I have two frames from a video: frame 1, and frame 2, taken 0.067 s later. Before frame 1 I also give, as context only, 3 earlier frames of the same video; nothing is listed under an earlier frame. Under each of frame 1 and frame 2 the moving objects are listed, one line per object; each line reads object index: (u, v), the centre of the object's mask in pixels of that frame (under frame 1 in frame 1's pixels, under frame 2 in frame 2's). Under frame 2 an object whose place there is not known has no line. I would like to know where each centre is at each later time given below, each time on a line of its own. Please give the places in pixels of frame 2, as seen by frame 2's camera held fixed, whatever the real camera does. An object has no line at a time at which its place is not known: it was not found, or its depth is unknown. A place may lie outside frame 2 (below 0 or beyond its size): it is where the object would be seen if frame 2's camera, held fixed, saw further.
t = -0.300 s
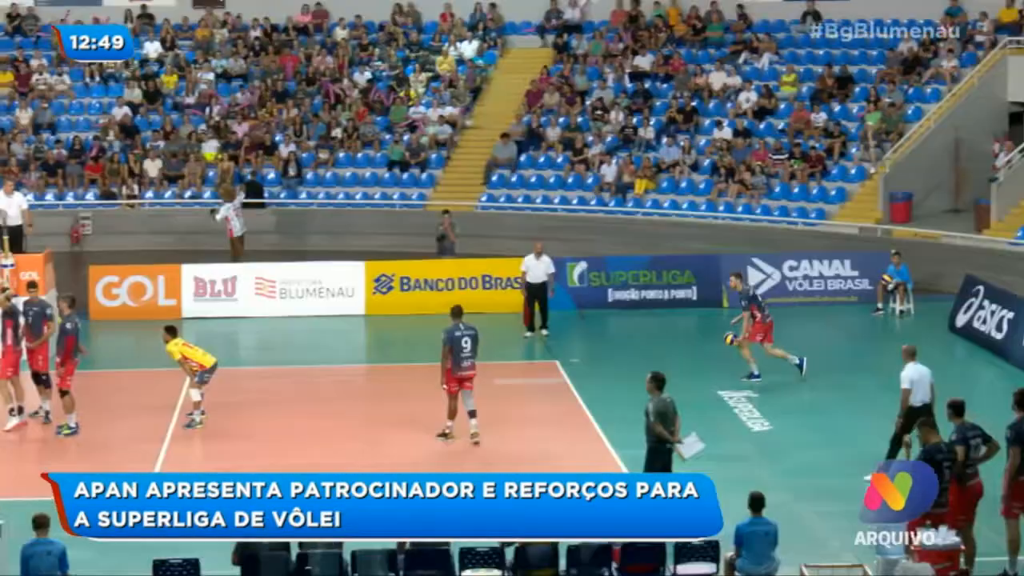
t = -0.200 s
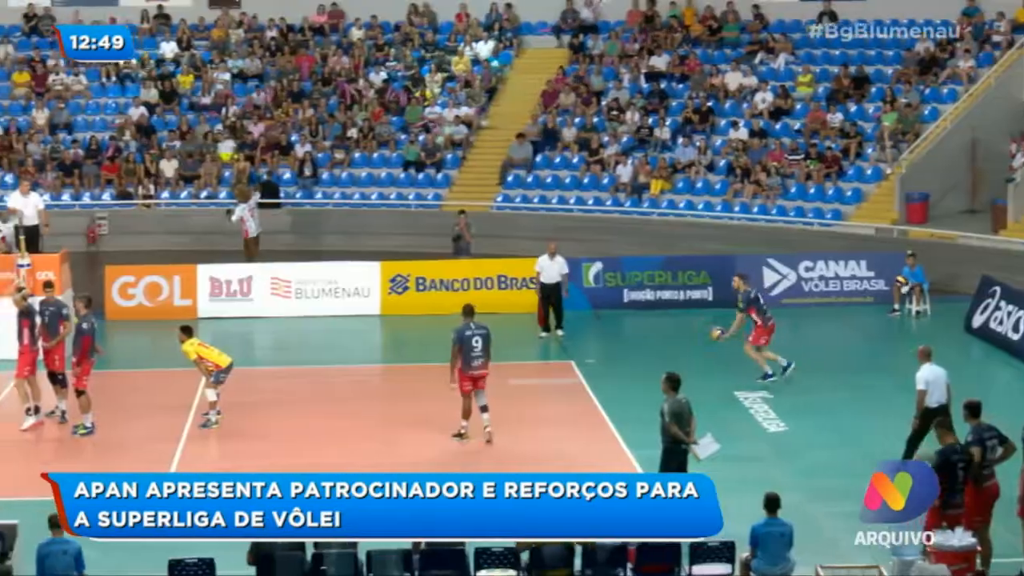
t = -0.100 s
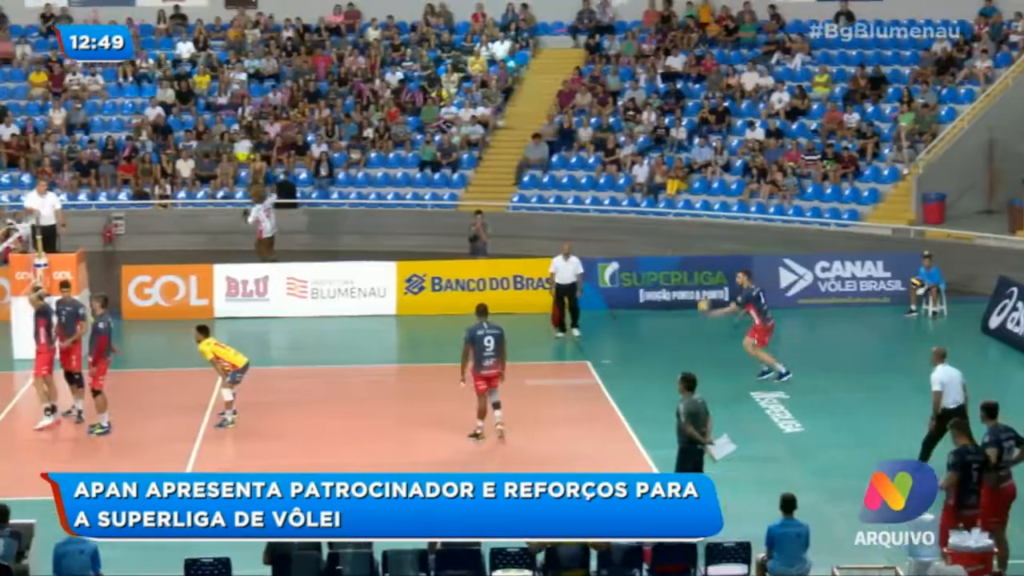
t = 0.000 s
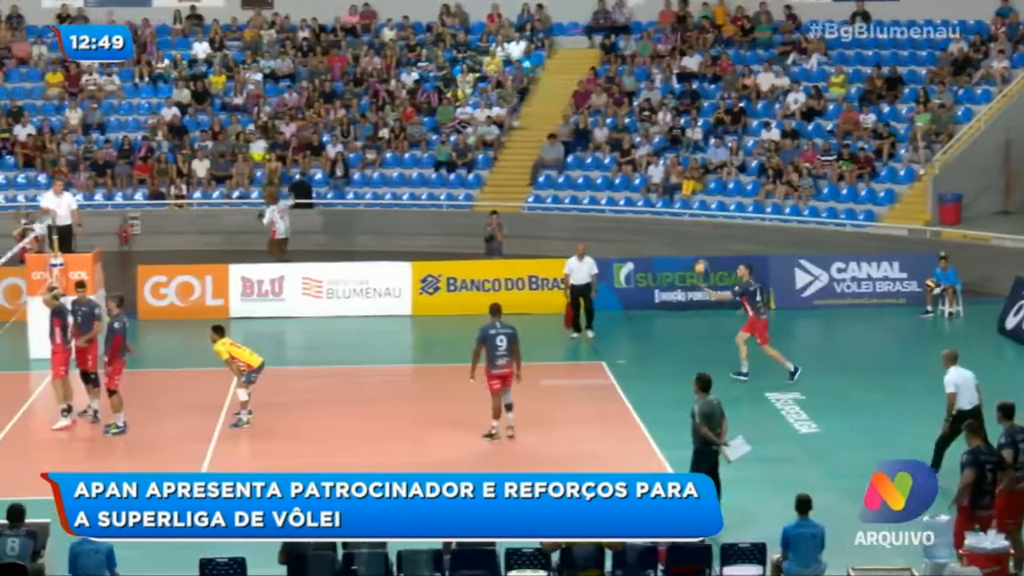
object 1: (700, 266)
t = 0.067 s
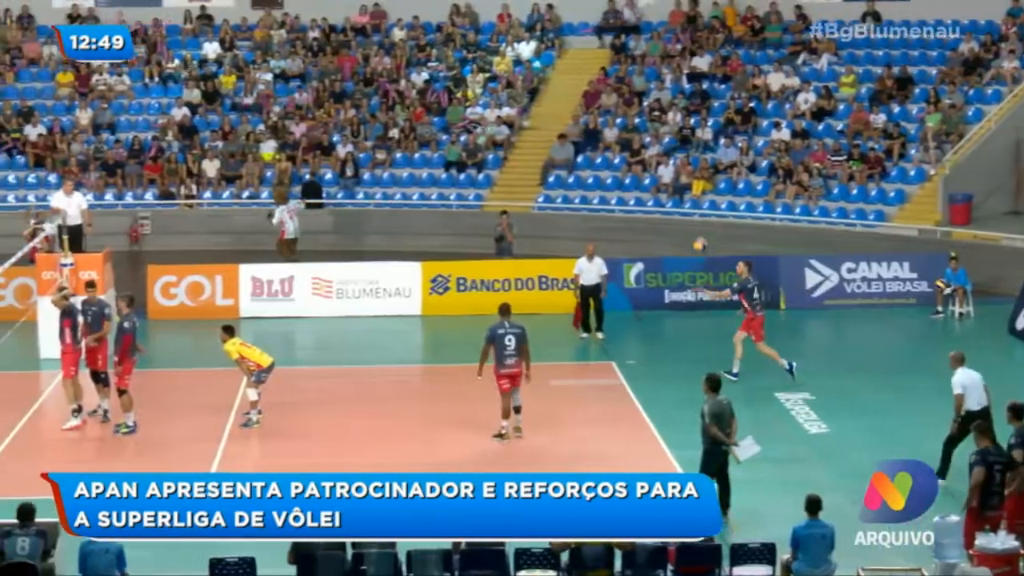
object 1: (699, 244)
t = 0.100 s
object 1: (694, 234)
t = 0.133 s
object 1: (687, 223)
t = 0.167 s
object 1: (683, 216)
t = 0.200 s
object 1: (678, 210)
